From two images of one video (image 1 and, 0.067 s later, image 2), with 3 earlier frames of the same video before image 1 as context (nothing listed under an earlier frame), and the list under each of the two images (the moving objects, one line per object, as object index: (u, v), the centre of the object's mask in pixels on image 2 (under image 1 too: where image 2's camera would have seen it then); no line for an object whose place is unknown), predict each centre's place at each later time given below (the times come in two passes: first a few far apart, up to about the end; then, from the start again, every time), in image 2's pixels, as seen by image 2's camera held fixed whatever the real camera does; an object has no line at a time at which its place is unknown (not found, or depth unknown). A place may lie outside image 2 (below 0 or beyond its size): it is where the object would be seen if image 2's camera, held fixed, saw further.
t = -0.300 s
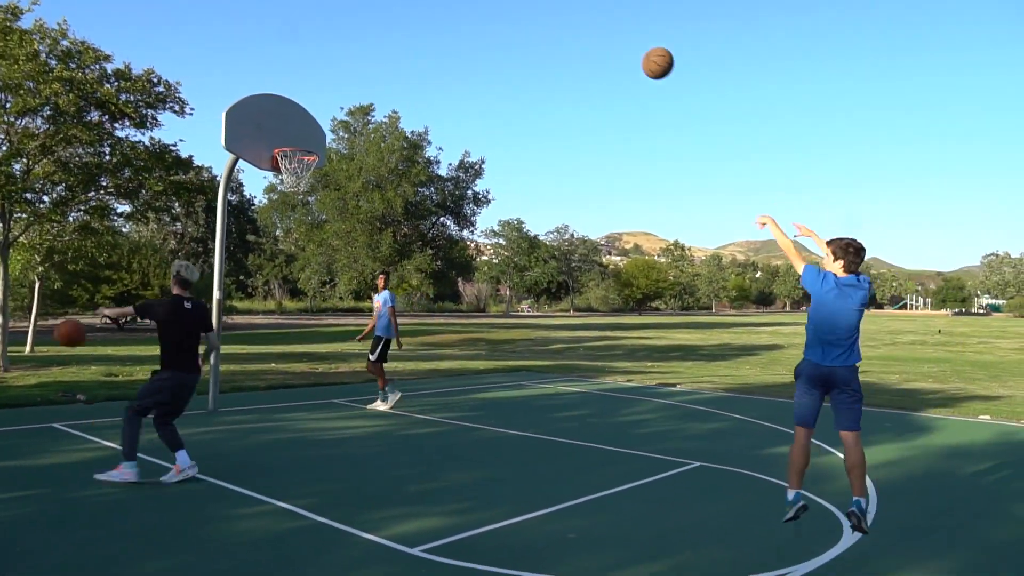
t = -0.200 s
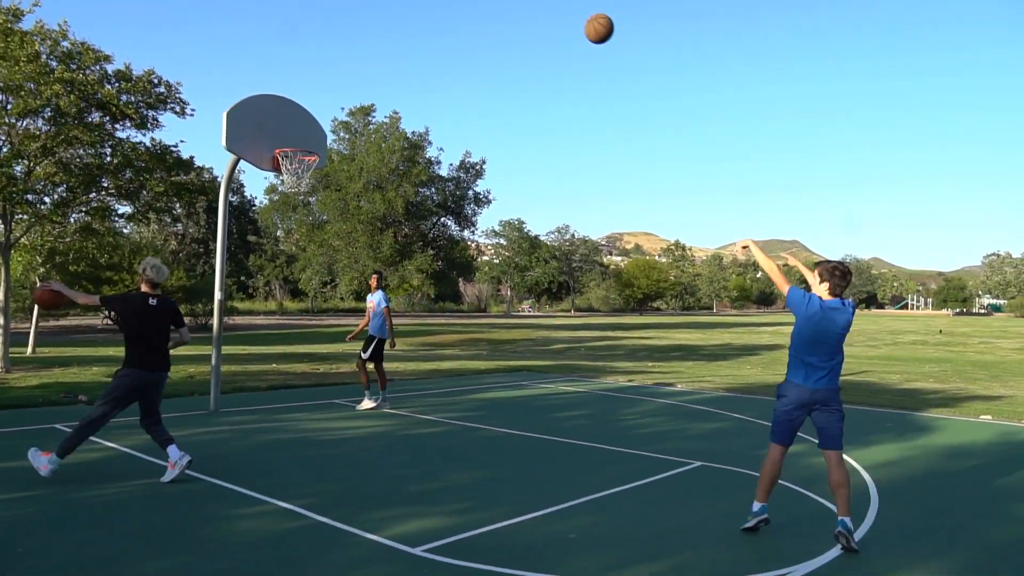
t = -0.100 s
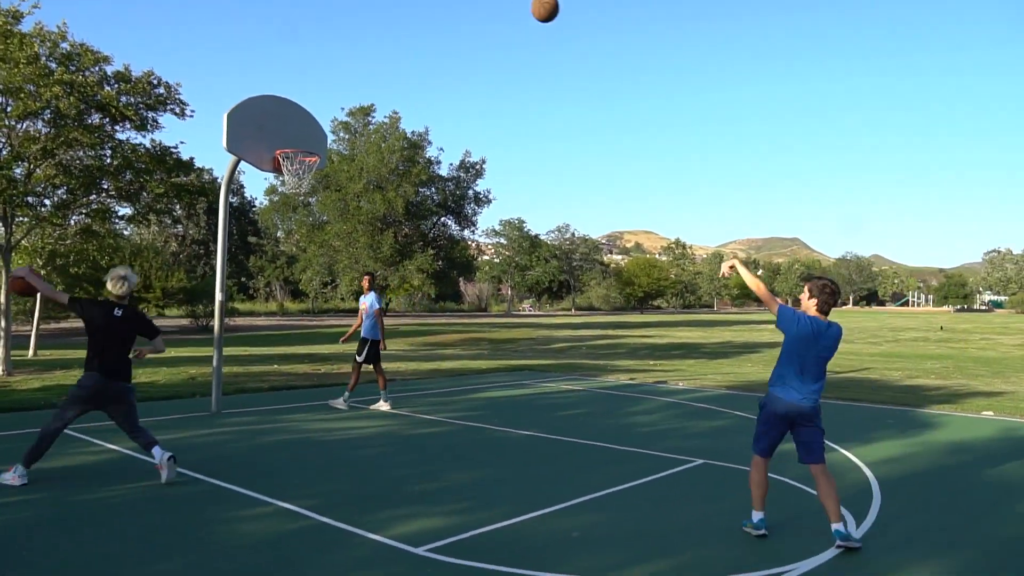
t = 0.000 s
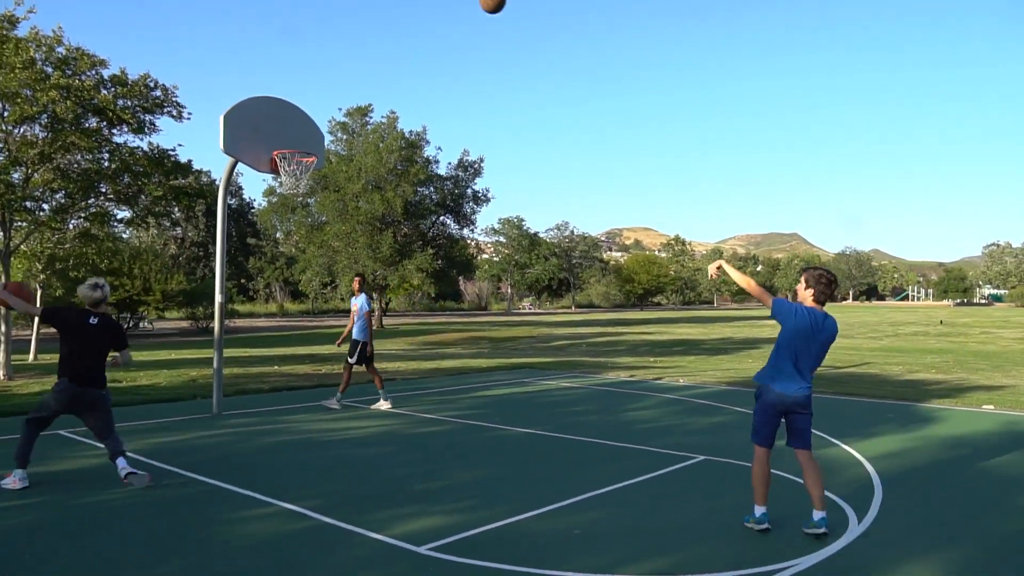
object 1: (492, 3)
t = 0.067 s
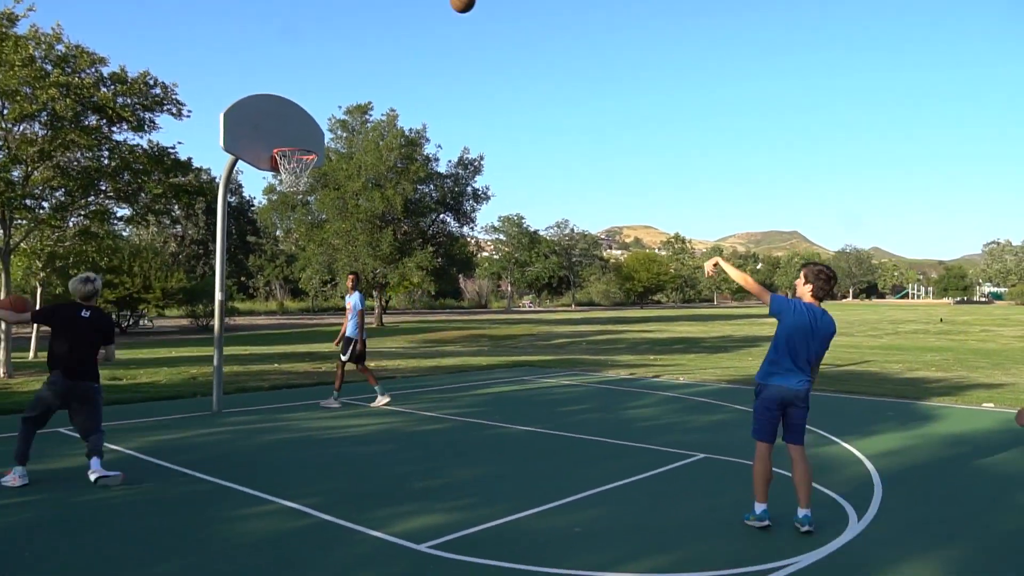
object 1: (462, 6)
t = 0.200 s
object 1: (408, 16)
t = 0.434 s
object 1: (325, 81)
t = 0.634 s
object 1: (282, 134)
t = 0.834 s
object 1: (308, 95)
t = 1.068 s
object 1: (334, 93)
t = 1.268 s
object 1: (356, 124)
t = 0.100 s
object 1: (448, 7)
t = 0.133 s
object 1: (434, 9)
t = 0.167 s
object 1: (421, 12)
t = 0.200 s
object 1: (408, 16)
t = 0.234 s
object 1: (395, 23)
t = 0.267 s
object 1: (383, 31)
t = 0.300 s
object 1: (371, 39)
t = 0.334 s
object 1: (359, 49)
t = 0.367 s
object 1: (348, 59)
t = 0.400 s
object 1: (336, 69)
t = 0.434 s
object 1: (325, 81)
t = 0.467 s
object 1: (315, 93)
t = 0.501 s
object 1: (304, 106)
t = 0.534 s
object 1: (294, 120)
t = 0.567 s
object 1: (284, 134)
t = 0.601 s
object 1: (277, 142)
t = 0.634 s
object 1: (282, 134)
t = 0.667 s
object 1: (286, 125)
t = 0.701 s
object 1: (290, 117)
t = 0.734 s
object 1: (295, 110)
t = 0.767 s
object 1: (299, 104)
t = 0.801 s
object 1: (303, 99)
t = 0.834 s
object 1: (308, 95)
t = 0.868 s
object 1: (311, 92)
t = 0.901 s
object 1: (315, 90)
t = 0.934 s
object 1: (319, 89)
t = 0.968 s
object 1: (323, 88)
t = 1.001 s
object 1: (327, 89)
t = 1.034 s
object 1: (331, 90)
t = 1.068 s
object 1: (334, 93)
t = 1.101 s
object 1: (338, 96)
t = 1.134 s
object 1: (341, 100)
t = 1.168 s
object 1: (345, 105)
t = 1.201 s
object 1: (348, 110)
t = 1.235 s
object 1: (352, 117)
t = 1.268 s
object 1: (356, 124)
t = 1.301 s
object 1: (359, 132)
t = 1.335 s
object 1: (362, 140)
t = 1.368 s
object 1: (365, 151)
